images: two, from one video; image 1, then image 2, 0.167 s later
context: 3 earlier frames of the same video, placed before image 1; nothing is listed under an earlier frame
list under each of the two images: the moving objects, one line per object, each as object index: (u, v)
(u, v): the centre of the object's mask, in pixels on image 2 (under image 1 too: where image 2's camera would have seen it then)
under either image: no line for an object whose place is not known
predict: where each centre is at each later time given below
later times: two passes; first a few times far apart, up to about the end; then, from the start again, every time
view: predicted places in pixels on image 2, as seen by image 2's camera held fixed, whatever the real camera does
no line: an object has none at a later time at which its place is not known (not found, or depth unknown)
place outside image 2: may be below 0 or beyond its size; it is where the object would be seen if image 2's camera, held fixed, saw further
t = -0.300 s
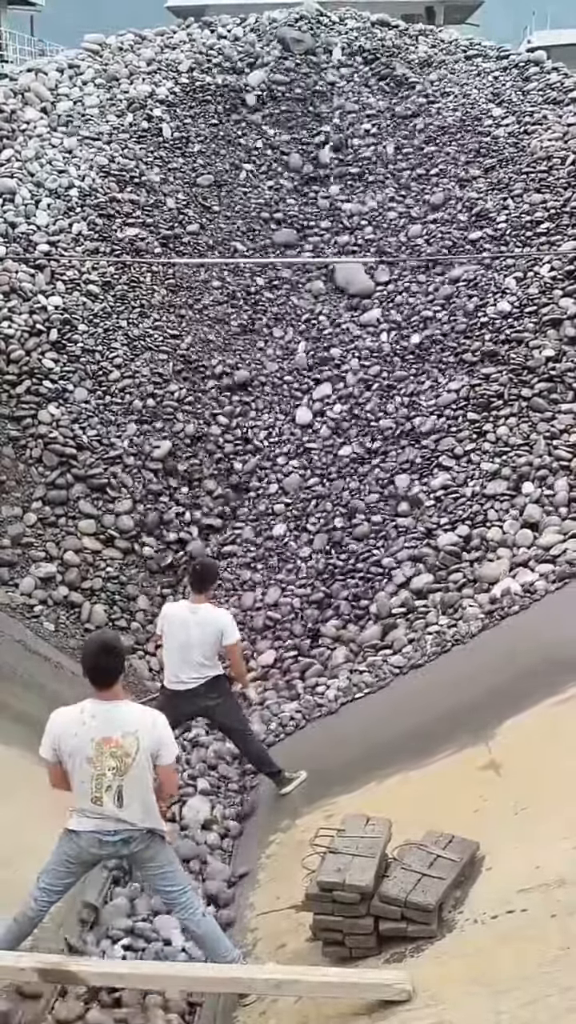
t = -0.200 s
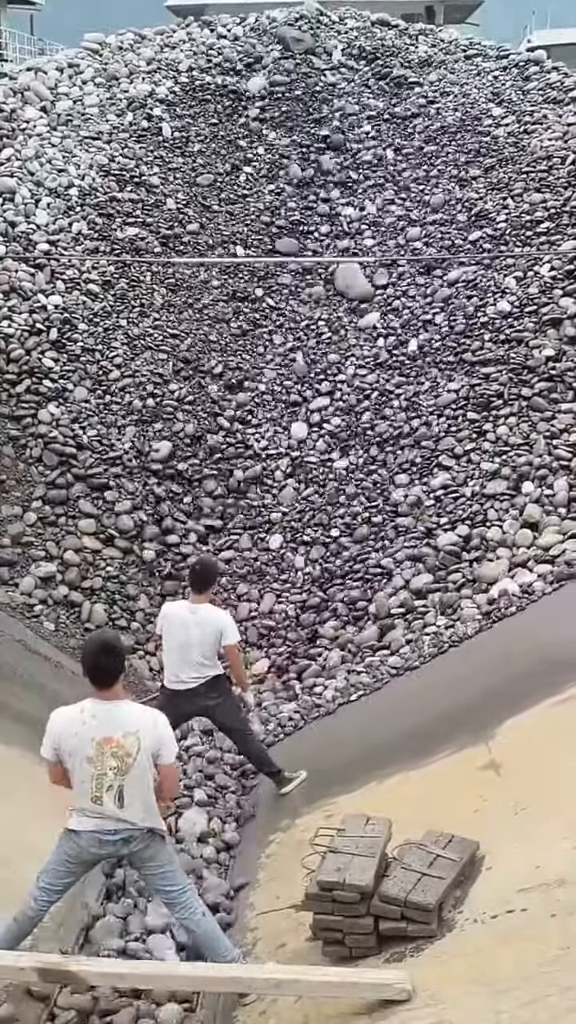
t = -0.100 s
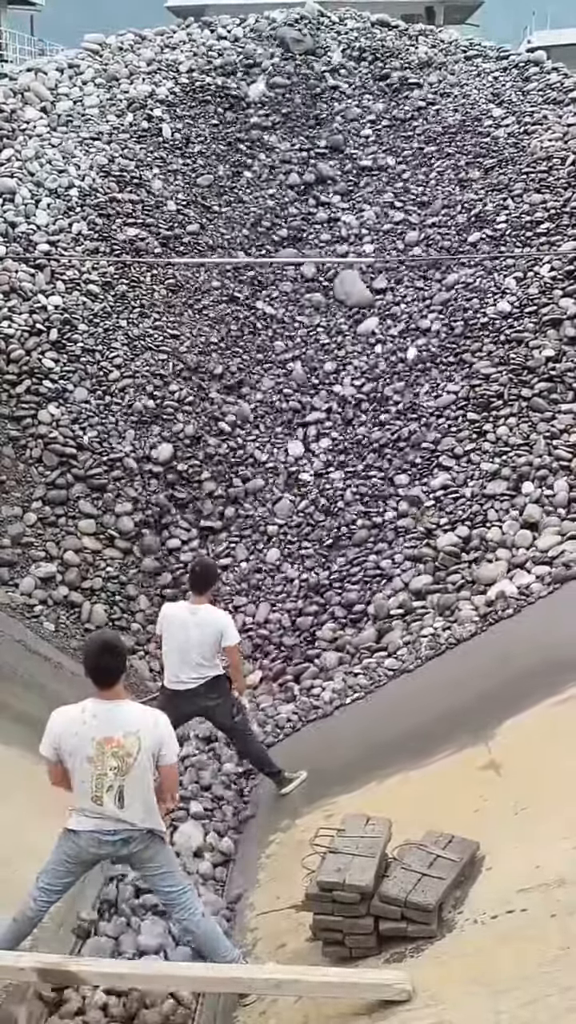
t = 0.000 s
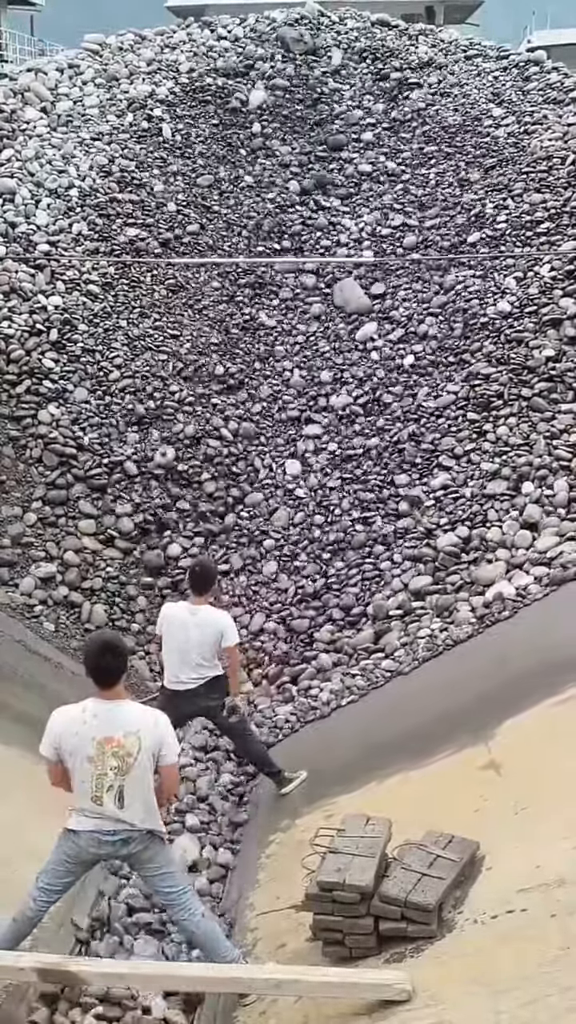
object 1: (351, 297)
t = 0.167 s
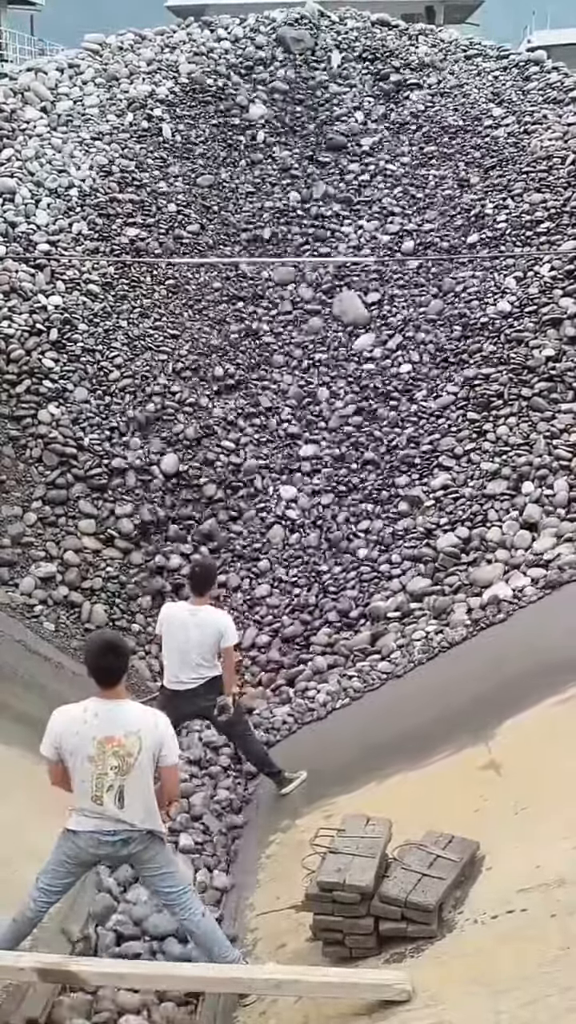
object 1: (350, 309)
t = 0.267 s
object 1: (349, 317)
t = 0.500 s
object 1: (346, 336)
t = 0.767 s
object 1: (343, 361)
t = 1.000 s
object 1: (339, 387)
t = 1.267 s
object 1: (335, 430)
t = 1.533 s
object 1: (331, 476)
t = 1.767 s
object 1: (323, 516)
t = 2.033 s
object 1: (311, 550)
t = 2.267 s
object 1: (303, 572)
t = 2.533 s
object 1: (296, 590)
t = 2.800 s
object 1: (289, 606)
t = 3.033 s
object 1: (283, 617)
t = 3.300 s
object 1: (276, 632)
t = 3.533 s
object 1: (271, 642)
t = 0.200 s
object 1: (350, 312)
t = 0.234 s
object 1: (350, 314)
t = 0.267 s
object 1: (349, 317)
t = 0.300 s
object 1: (349, 320)
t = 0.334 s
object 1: (349, 323)
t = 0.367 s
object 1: (348, 325)
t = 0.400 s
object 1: (348, 328)
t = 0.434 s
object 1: (347, 331)
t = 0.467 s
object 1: (346, 333)
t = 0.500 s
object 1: (346, 336)
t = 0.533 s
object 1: (345, 339)
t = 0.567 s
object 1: (345, 342)
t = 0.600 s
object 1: (344, 345)
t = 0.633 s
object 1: (344, 348)
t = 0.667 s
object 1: (344, 352)
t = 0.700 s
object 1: (344, 355)
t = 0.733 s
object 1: (343, 358)
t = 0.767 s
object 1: (343, 361)
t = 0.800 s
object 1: (342, 365)
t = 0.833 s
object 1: (342, 368)
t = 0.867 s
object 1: (341, 372)
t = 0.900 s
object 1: (341, 376)
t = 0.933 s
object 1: (340, 380)
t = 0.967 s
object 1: (340, 383)
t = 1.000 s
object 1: (339, 387)
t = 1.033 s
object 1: (339, 392)
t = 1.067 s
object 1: (339, 396)
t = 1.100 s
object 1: (338, 401)
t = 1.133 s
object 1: (338, 406)
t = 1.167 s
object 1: (337, 411)
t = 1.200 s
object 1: (336, 417)
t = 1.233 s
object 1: (336, 424)
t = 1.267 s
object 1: (335, 430)
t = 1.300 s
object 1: (335, 436)
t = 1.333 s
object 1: (335, 442)
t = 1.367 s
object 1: (334, 447)
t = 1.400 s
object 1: (333, 453)
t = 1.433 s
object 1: (332, 458)
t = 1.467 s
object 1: (332, 464)
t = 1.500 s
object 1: (331, 470)
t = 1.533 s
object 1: (331, 476)
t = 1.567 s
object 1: (330, 481)
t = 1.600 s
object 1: (328, 487)
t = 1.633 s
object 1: (327, 493)
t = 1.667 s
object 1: (326, 499)
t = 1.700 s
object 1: (325, 505)
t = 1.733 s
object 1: (324, 511)
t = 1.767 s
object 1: (323, 516)
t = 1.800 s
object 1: (322, 521)
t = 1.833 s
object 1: (321, 525)
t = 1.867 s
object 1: (319, 529)
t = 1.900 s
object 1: (317, 533)
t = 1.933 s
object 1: (315, 537)
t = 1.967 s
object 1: (314, 541)
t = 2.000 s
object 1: (313, 546)
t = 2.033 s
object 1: (311, 550)
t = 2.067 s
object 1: (310, 554)
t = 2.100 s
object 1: (309, 557)
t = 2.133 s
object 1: (308, 560)
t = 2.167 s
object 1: (307, 564)
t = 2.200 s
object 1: (306, 566)
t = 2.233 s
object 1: (305, 569)
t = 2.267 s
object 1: (303, 572)
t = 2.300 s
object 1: (302, 574)
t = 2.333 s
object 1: (302, 576)
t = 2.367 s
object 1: (301, 579)
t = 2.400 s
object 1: (300, 581)
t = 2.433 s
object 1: (299, 583)
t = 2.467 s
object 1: (298, 585)
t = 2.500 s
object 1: (297, 588)
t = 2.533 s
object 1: (296, 590)
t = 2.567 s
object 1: (295, 591)
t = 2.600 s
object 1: (294, 593)
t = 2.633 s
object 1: (293, 595)
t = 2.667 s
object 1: (293, 597)
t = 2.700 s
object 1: (291, 600)
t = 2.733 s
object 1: (290, 602)
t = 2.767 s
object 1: (290, 604)
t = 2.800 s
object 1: (289, 606)
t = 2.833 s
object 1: (288, 608)
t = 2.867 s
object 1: (287, 610)
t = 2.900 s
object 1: (286, 611)
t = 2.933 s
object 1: (285, 613)
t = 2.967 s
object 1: (285, 614)
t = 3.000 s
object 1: (283, 616)
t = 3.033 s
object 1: (283, 617)
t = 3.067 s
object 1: (282, 619)
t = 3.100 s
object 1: (281, 620)
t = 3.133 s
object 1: (281, 622)
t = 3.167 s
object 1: (280, 624)
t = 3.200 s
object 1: (279, 626)
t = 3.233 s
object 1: (278, 628)
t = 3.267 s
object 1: (277, 630)
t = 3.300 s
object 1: (276, 632)
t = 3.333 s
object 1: (275, 633)
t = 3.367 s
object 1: (274, 635)
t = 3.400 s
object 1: (273, 637)
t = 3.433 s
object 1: (273, 639)
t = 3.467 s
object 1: (272, 640)
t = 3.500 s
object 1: (272, 641)
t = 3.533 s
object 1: (271, 642)
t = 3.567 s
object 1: (269, 644)
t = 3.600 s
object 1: (268, 645)
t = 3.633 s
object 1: (267, 647)
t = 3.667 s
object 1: (267, 648)
